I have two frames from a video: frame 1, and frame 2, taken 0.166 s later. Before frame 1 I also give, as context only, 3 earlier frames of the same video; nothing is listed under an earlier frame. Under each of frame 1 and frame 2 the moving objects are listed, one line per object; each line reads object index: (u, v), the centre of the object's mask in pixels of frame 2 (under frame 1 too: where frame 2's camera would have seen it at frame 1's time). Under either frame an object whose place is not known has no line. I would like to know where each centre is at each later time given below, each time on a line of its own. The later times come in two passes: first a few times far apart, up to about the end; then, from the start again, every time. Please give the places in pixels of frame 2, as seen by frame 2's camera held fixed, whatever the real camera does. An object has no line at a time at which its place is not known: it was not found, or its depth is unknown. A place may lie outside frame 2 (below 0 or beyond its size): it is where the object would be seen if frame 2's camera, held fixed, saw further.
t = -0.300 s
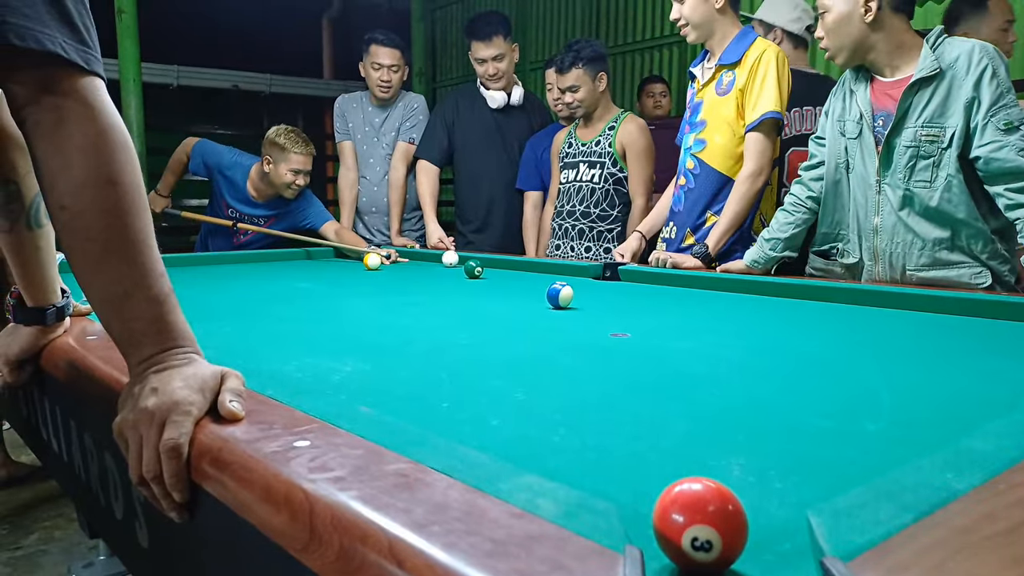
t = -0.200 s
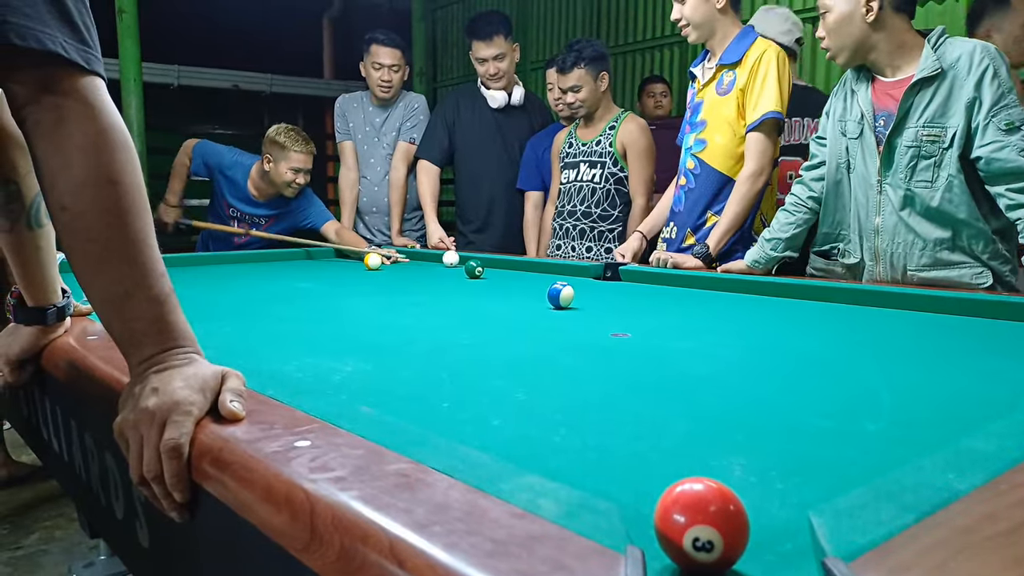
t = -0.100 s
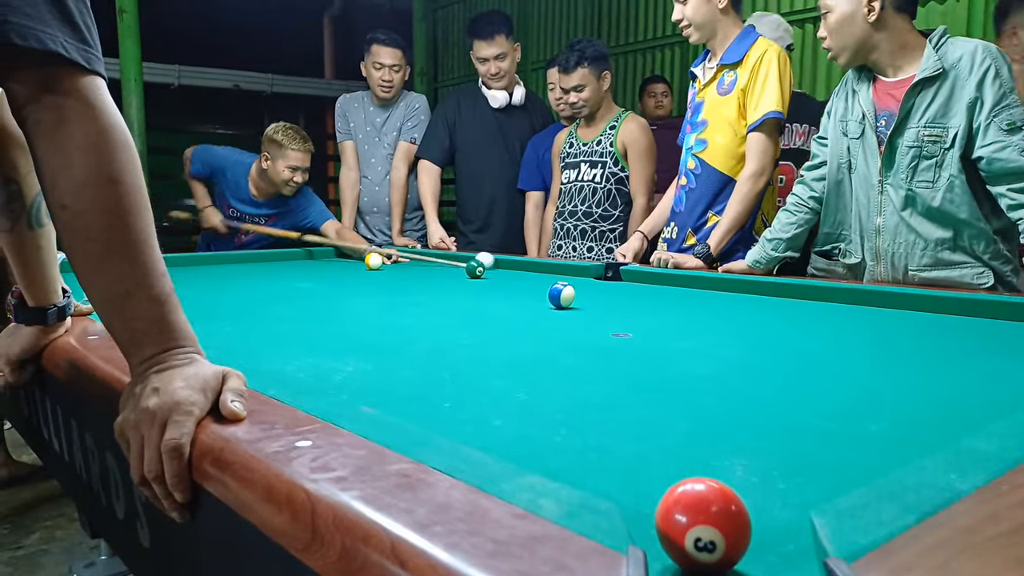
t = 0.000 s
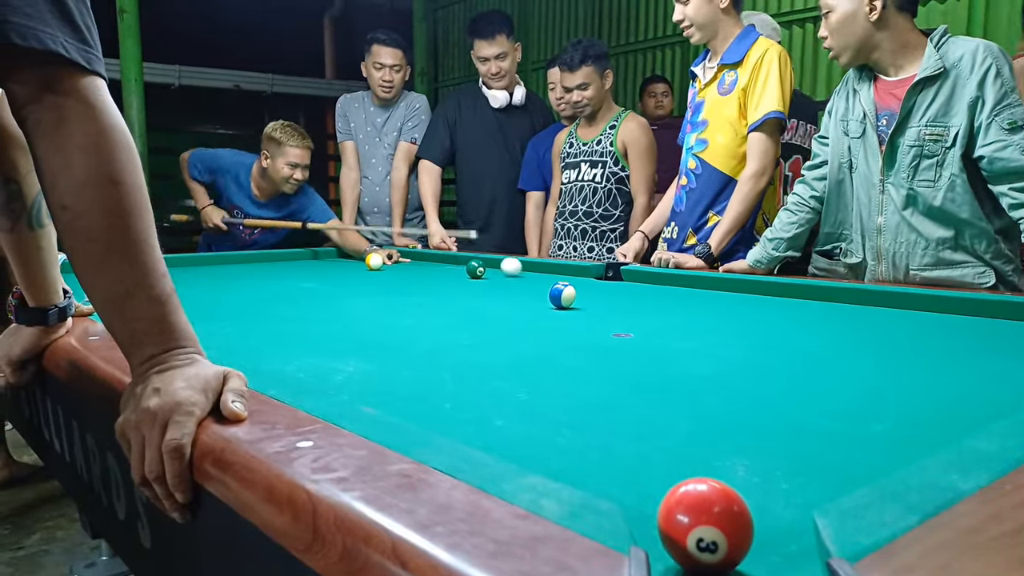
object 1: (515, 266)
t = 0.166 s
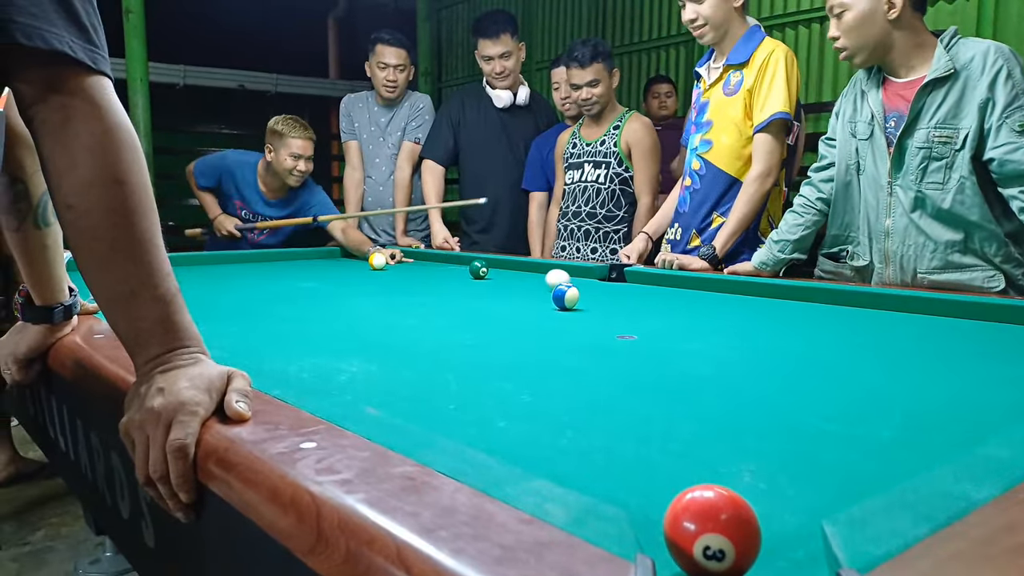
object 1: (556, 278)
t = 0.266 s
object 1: (585, 287)
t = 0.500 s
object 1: (634, 314)
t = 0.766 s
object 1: (662, 349)
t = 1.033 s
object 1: (697, 405)
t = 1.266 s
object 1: (767, 500)
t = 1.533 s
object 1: (611, 479)
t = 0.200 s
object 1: (566, 279)
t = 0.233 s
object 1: (576, 283)
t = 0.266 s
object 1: (585, 287)
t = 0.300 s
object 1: (592, 293)
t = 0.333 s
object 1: (599, 296)
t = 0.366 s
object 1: (607, 299)
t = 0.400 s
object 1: (614, 303)
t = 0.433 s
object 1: (621, 307)
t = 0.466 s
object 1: (628, 311)
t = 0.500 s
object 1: (634, 314)
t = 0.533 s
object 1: (640, 318)
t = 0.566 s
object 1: (644, 322)
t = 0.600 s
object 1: (648, 326)
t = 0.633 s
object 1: (651, 331)
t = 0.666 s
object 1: (653, 335)
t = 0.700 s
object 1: (656, 339)
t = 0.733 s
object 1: (659, 344)
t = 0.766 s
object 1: (662, 349)
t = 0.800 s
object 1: (665, 355)
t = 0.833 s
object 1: (669, 360)
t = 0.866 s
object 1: (673, 366)
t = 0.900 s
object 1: (677, 373)
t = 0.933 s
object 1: (682, 380)
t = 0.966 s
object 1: (686, 387)
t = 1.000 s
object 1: (691, 396)
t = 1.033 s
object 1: (697, 405)
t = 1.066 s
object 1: (703, 415)
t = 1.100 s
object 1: (710, 426)
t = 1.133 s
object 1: (718, 439)
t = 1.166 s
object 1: (727, 452)
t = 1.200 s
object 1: (737, 464)
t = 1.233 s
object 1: (751, 477)
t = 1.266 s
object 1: (767, 500)
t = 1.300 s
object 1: (782, 514)
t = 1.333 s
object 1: (758, 507)
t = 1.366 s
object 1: (729, 499)
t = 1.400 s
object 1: (703, 501)
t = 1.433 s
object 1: (677, 498)
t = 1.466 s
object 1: (654, 494)
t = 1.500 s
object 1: (633, 487)
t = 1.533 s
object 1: (611, 479)
